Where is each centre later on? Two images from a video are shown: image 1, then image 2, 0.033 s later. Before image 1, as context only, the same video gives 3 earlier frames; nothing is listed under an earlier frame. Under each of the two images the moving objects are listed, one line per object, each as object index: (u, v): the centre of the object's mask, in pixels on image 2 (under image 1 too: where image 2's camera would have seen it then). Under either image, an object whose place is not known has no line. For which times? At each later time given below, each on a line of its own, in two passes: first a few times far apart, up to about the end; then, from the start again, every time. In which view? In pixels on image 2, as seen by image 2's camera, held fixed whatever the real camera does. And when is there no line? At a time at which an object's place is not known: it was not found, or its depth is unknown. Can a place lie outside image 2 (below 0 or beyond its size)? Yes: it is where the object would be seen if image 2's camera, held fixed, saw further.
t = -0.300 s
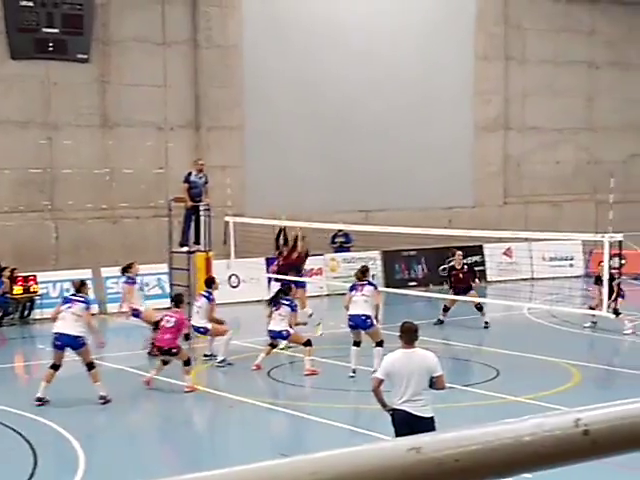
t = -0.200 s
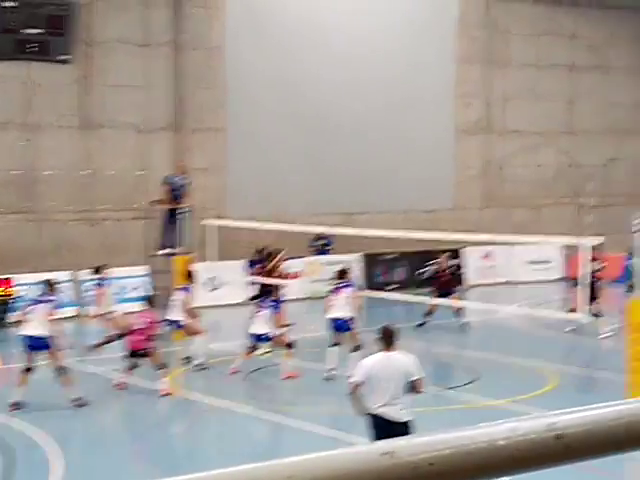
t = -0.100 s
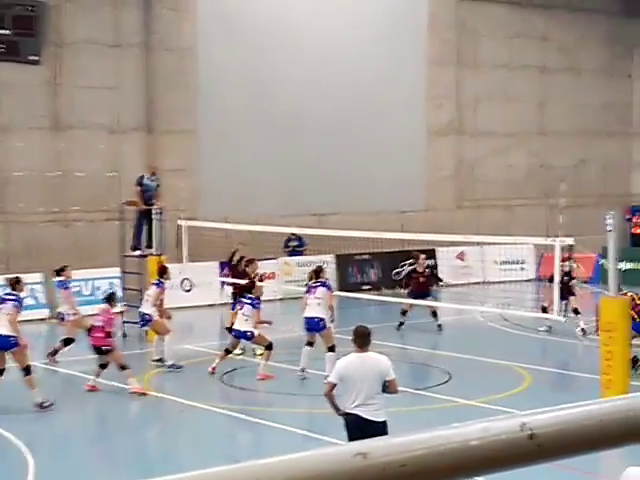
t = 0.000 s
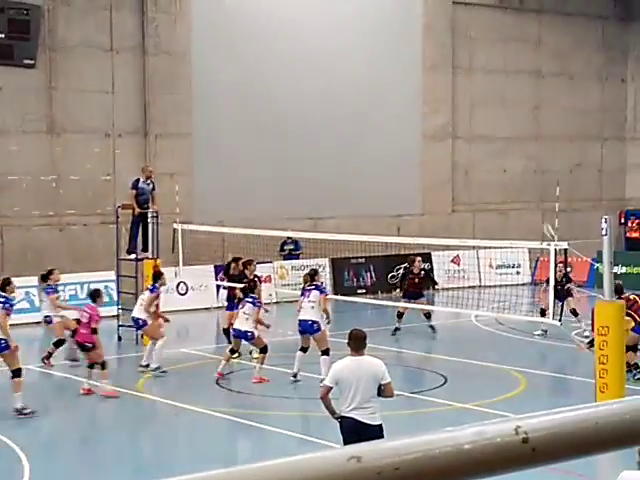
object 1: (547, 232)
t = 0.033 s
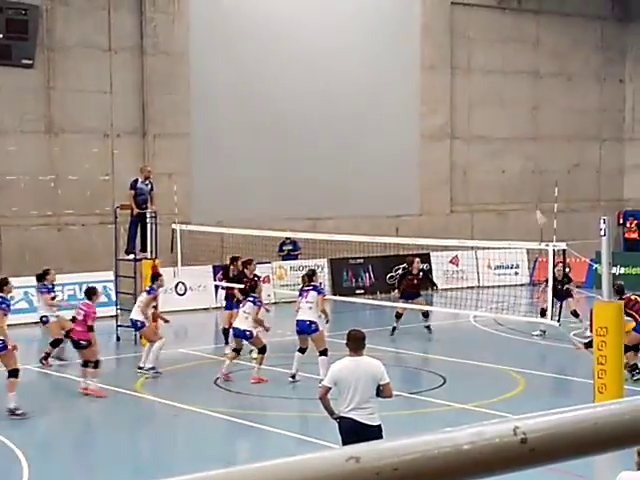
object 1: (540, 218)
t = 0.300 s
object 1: (484, 139)
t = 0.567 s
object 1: (434, 101)
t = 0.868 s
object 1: (382, 101)
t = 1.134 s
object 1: (335, 139)
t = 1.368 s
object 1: (294, 200)
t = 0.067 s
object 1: (532, 206)
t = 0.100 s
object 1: (526, 195)
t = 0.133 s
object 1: (517, 184)
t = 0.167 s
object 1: (510, 174)
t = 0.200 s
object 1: (503, 163)
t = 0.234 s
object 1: (497, 156)
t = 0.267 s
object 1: (491, 147)
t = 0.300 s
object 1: (484, 139)
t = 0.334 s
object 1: (477, 132)
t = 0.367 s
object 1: (471, 126)
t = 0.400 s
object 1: (464, 121)
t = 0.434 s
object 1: (458, 116)
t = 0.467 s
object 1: (453, 111)
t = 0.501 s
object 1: (447, 106)
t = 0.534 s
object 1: (440, 104)
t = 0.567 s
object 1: (434, 101)
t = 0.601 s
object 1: (429, 99)
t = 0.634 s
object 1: (423, 97)
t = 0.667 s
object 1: (416, 96)
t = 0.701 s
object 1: (410, 96)
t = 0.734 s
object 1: (406, 96)
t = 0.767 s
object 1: (399, 96)
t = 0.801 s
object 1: (393, 97)
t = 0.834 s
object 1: (388, 98)
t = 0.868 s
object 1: (382, 101)
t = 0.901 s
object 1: (376, 105)
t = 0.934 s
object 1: (370, 107)
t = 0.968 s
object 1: (364, 110)
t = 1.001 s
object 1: (359, 116)
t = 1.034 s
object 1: (353, 121)
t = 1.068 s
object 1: (346, 127)
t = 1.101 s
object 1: (340, 134)
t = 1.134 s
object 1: (335, 139)
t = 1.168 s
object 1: (329, 146)
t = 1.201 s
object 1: (322, 154)
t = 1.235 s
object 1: (317, 162)
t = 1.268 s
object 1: (311, 171)
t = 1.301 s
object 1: (305, 180)
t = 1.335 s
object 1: (300, 190)
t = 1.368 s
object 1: (294, 200)
